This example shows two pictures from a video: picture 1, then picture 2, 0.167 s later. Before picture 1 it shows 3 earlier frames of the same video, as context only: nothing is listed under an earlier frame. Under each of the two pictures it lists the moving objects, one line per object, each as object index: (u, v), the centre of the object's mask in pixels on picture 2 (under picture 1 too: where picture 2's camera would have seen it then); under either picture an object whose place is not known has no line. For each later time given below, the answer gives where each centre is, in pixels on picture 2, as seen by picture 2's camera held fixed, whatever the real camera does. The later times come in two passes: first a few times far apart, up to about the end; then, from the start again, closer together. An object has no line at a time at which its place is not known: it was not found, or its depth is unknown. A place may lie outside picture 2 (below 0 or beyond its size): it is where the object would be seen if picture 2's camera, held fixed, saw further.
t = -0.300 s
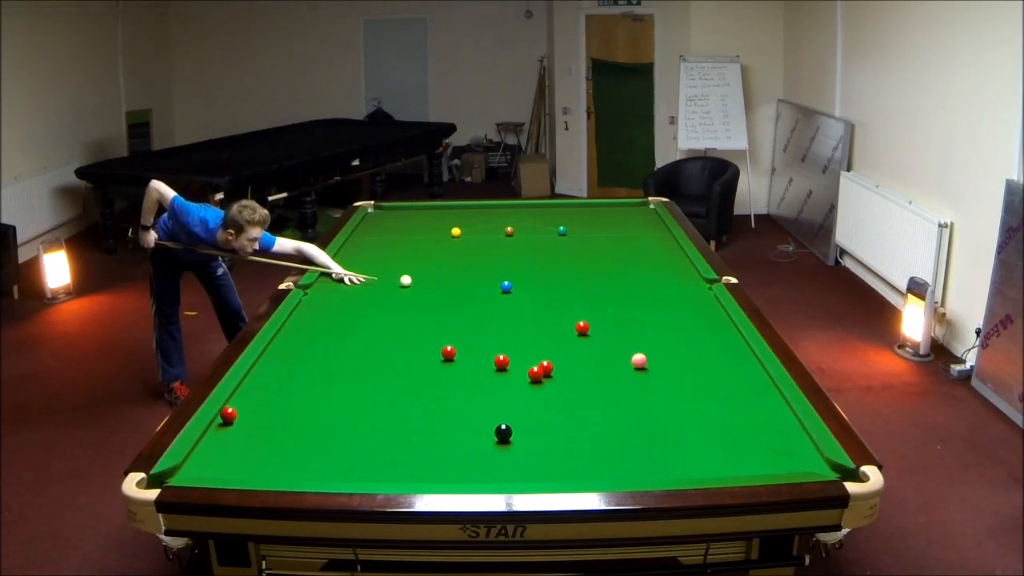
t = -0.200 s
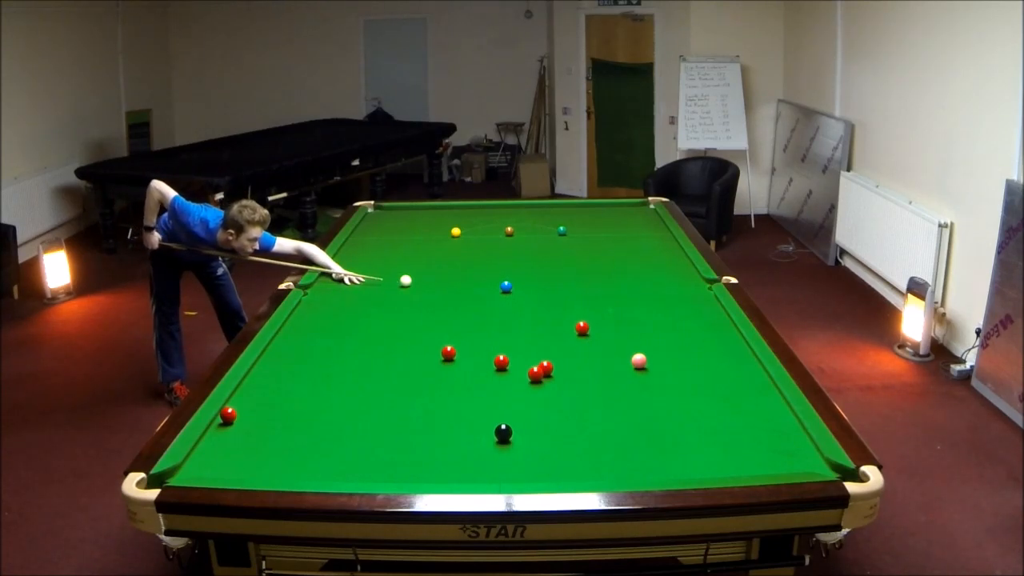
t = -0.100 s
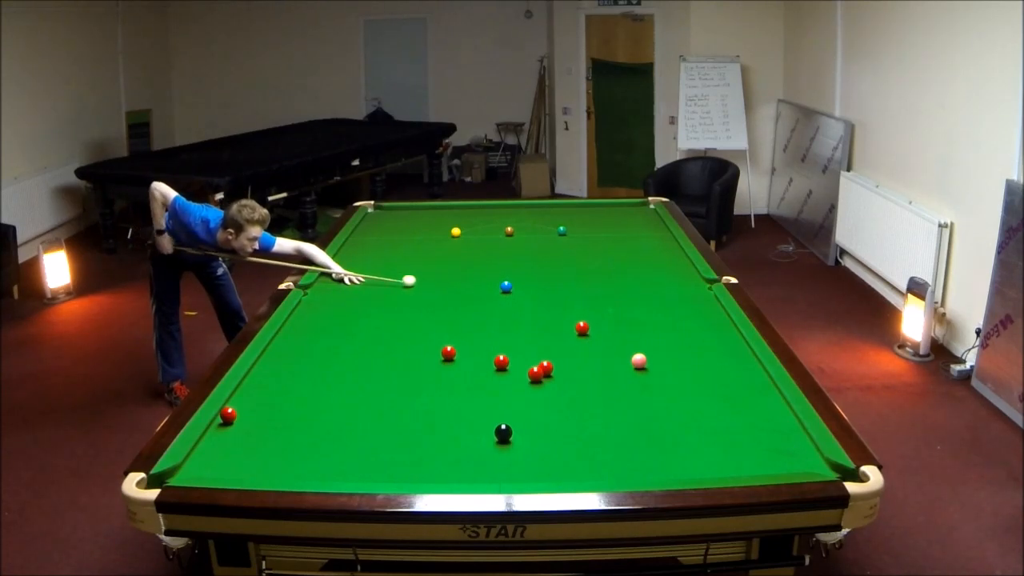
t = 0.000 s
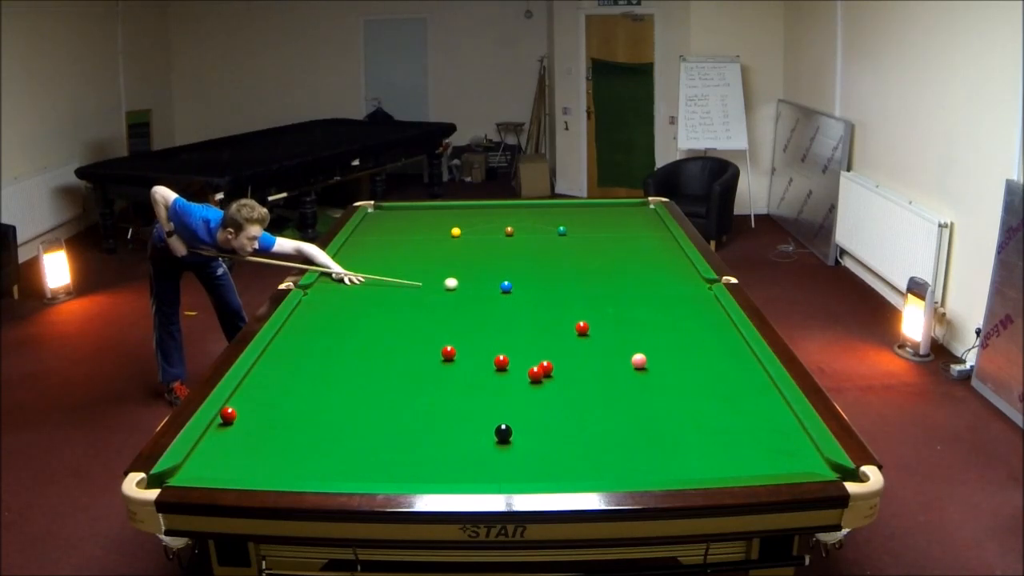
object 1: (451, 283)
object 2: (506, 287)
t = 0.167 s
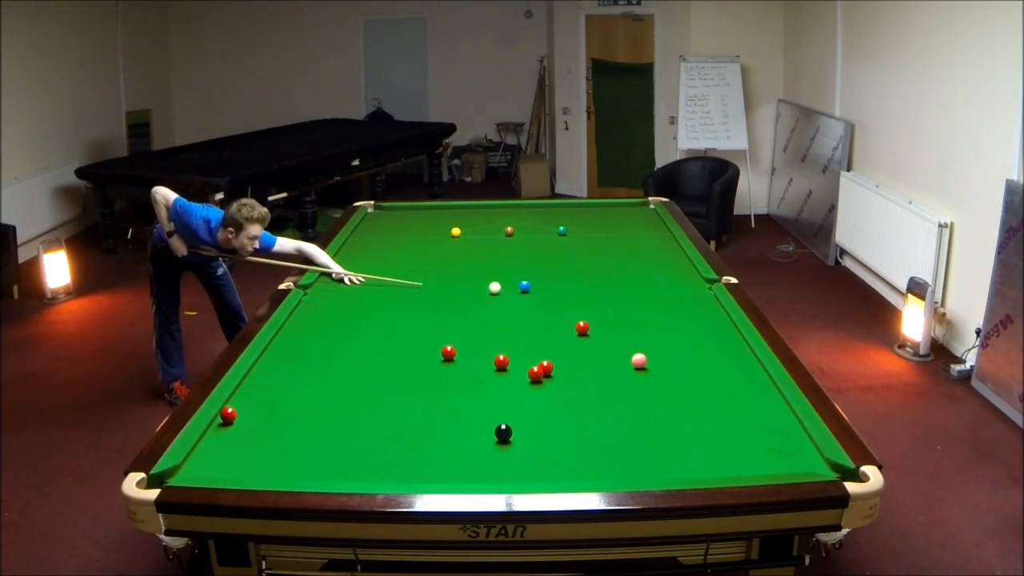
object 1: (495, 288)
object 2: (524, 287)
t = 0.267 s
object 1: (496, 290)
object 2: (555, 286)
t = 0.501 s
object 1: (499, 295)
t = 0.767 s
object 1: (503, 300)
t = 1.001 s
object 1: (506, 304)
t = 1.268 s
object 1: (509, 309)
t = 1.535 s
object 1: (512, 313)
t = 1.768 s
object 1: (515, 317)
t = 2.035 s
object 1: (517, 320)
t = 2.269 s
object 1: (519, 324)
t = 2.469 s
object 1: (520, 326)
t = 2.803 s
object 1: (522, 329)
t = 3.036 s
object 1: (524, 331)
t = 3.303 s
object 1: (525, 333)
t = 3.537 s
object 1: (526, 335)
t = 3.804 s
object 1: (527, 336)
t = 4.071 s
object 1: (528, 336)
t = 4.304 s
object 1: (528, 337)
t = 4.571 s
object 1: (528, 337)
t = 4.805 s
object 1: (528, 337)
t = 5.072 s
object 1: (528, 337)
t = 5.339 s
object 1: (528, 337)
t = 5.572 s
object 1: (528, 337)
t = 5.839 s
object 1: (528, 337)
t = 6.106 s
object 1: (528, 337)
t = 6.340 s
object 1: (528, 337)
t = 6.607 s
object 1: (528, 337)
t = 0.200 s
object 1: (495, 288)
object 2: (535, 286)
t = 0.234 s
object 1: (495, 289)
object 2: (545, 286)
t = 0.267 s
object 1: (496, 290)
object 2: (555, 286)
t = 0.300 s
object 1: (496, 291)
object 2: (564, 286)
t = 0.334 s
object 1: (497, 291)
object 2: (572, 286)
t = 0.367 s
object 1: (497, 292)
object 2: (580, 286)
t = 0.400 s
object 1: (498, 293)
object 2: (589, 286)
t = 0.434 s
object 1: (498, 293)
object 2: (597, 286)
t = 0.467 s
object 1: (499, 294)
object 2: (605, 286)
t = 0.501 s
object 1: (499, 295)
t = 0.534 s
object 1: (499, 295)
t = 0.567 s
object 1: (500, 296)
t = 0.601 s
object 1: (500, 297)
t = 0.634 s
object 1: (501, 297)
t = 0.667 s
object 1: (501, 298)
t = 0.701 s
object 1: (502, 298)
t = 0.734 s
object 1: (502, 299)
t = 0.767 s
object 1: (503, 300)
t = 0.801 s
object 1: (503, 300)
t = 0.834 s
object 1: (504, 301)
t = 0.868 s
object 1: (504, 301)
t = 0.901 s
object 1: (505, 302)
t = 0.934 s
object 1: (505, 303)
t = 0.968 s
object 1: (505, 303)
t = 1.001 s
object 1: (506, 304)
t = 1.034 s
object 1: (506, 305)
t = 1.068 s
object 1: (507, 305)
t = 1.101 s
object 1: (507, 306)
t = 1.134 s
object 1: (508, 306)
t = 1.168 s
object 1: (508, 307)
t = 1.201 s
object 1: (508, 308)
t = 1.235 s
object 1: (509, 308)
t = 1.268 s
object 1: (509, 309)
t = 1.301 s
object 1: (510, 309)
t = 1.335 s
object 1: (510, 310)
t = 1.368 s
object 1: (510, 310)
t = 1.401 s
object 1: (511, 311)
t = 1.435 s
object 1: (511, 311)
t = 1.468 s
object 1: (511, 312)
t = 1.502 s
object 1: (512, 313)
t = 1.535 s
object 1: (512, 313)
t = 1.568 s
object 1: (513, 314)
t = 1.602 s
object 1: (513, 314)
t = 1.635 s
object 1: (513, 315)
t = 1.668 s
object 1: (514, 315)
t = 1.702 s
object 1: (514, 316)
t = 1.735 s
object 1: (514, 316)
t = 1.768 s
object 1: (515, 317)
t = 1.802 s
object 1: (515, 317)
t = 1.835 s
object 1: (515, 318)
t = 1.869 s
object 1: (516, 318)
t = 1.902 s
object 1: (516, 318)
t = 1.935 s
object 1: (516, 319)
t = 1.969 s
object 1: (517, 319)
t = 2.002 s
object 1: (517, 320)
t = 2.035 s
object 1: (517, 320)
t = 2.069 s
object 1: (517, 321)
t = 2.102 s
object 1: (518, 321)
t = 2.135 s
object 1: (518, 322)
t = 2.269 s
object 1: (519, 324)
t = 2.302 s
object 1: (519, 324)
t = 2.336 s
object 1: (519, 324)
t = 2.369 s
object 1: (520, 325)
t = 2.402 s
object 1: (520, 325)
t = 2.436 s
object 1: (520, 326)
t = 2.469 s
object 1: (520, 326)
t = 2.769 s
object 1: (522, 329)
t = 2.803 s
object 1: (522, 329)
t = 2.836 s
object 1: (523, 330)
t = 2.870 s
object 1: (523, 330)
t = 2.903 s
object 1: (523, 330)
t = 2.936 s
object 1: (523, 330)
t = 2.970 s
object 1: (523, 331)
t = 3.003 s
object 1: (523, 331)
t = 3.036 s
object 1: (524, 331)
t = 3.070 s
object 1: (524, 332)
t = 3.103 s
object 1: (524, 332)
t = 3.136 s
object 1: (524, 332)
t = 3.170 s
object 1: (524, 332)
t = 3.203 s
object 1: (524, 333)
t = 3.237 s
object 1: (525, 333)
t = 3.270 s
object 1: (525, 333)
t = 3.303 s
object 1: (525, 333)
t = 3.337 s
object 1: (525, 333)
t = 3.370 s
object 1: (525, 334)
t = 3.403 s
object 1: (525, 334)
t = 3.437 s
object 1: (525, 334)
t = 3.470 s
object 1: (525, 334)
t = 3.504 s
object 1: (526, 335)
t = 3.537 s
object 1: (526, 335)
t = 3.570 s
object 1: (526, 335)
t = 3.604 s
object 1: (526, 335)
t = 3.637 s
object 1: (526, 335)
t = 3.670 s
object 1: (526, 335)
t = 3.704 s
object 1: (526, 335)
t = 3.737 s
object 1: (527, 336)
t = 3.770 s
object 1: (527, 336)
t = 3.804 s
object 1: (527, 336)
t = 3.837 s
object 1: (527, 336)
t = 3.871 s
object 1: (527, 336)
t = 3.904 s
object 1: (527, 336)
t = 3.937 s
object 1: (527, 336)
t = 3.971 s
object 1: (527, 336)
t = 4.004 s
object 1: (528, 336)
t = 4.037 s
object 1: (528, 336)
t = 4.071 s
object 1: (528, 336)
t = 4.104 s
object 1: (528, 336)
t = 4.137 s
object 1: (528, 336)
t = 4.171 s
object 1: (528, 336)
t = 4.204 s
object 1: (528, 336)
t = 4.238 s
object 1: (528, 336)
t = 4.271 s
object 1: (528, 337)
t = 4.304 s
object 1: (528, 337)
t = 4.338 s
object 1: (528, 337)
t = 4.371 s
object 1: (528, 337)
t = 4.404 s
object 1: (528, 337)
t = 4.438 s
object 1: (528, 337)
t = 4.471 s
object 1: (528, 337)
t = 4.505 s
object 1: (528, 337)
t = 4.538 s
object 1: (528, 337)
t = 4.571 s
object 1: (528, 337)
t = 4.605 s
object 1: (528, 337)
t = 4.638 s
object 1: (528, 337)
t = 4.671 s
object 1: (528, 337)
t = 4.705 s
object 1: (528, 337)
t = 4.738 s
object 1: (528, 337)
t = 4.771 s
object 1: (528, 337)
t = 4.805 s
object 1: (528, 337)
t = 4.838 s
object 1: (528, 337)
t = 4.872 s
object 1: (528, 337)
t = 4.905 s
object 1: (528, 337)
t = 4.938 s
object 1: (528, 337)
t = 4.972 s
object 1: (528, 337)
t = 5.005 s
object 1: (528, 337)
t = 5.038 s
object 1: (528, 337)
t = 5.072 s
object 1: (528, 337)
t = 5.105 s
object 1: (528, 337)
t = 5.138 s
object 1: (528, 337)
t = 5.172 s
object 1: (528, 337)
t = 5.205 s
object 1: (528, 337)
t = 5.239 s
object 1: (528, 337)
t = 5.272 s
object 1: (528, 337)
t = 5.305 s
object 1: (528, 337)
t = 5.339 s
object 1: (528, 337)
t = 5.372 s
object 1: (528, 337)
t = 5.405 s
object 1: (528, 337)
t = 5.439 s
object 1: (528, 337)
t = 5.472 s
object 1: (528, 337)
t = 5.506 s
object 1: (528, 337)
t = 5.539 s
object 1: (528, 337)
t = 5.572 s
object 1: (528, 337)
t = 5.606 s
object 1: (528, 337)
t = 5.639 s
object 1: (528, 337)
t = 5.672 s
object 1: (528, 337)
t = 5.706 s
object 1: (528, 337)
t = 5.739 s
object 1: (528, 337)
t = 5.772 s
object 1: (528, 337)
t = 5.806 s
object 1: (528, 337)
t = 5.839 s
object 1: (528, 337)
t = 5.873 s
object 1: (528, 337)
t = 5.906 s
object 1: (528, 337)
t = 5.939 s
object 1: (528, 337)
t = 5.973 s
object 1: (528, 337)
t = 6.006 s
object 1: (528, 337)
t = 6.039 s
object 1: (528, 337)
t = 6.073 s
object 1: (528, 337)
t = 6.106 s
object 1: (528, 337)
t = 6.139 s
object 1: (528, 337)
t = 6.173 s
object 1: (528, 337)
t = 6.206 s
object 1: (528, 337)
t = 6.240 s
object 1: (528, 337)
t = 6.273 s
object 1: (528, 337)
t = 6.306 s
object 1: (528, 337)
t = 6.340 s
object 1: (528, 337)
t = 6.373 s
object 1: (528, 337)
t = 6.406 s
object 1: (528, 337)
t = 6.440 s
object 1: (528, 337)
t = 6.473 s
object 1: (528, 337)
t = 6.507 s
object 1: (528, 337)
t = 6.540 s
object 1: (528, 337)
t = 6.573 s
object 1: (528, 337)
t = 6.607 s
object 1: (528, 337)
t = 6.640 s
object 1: (528, 336)
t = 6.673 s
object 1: (528, 336)
